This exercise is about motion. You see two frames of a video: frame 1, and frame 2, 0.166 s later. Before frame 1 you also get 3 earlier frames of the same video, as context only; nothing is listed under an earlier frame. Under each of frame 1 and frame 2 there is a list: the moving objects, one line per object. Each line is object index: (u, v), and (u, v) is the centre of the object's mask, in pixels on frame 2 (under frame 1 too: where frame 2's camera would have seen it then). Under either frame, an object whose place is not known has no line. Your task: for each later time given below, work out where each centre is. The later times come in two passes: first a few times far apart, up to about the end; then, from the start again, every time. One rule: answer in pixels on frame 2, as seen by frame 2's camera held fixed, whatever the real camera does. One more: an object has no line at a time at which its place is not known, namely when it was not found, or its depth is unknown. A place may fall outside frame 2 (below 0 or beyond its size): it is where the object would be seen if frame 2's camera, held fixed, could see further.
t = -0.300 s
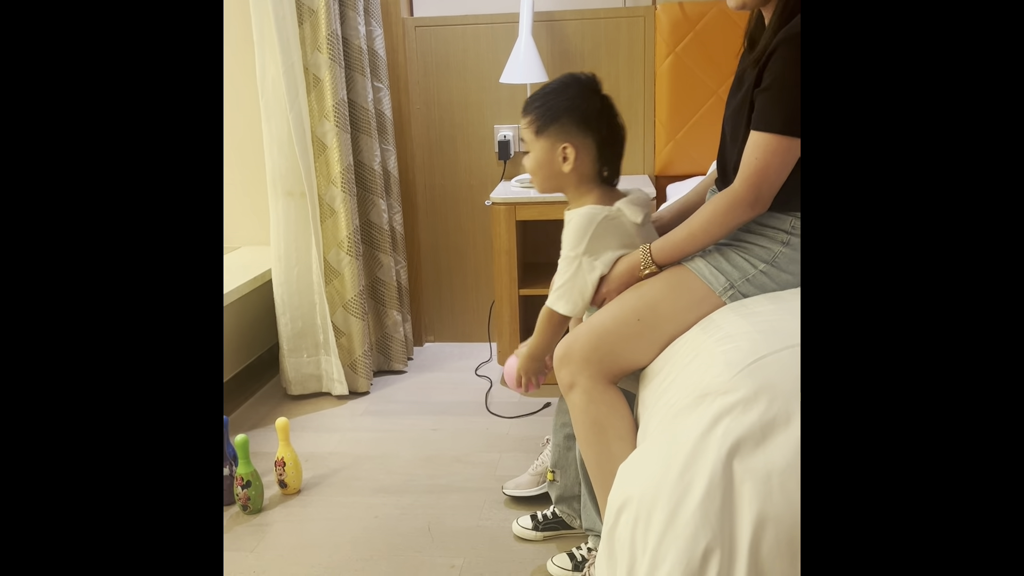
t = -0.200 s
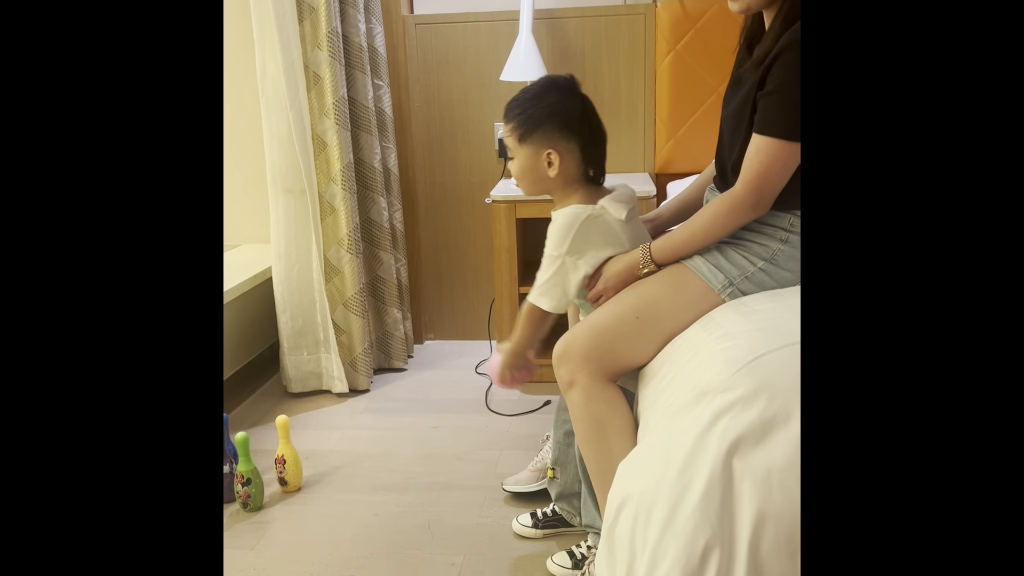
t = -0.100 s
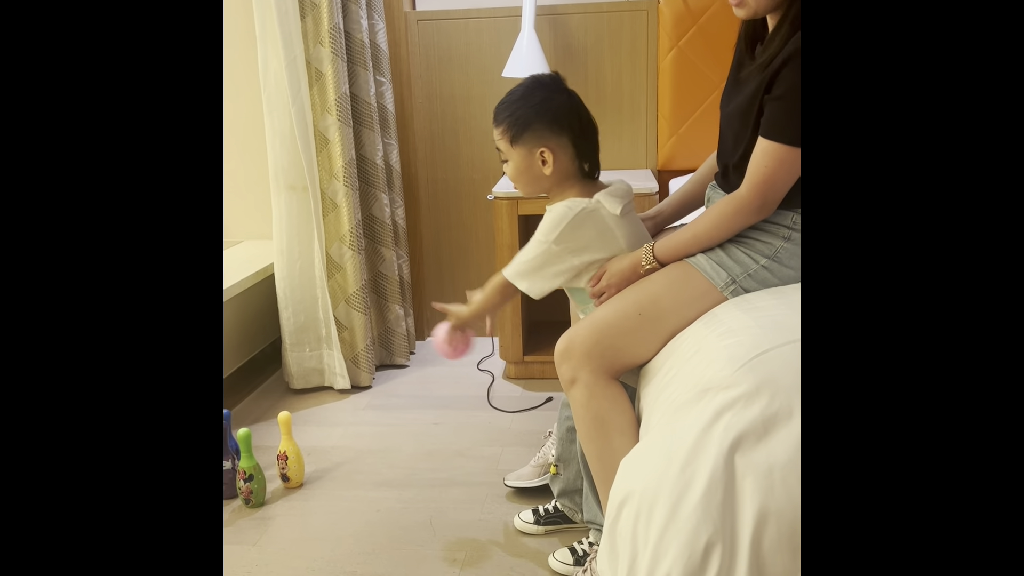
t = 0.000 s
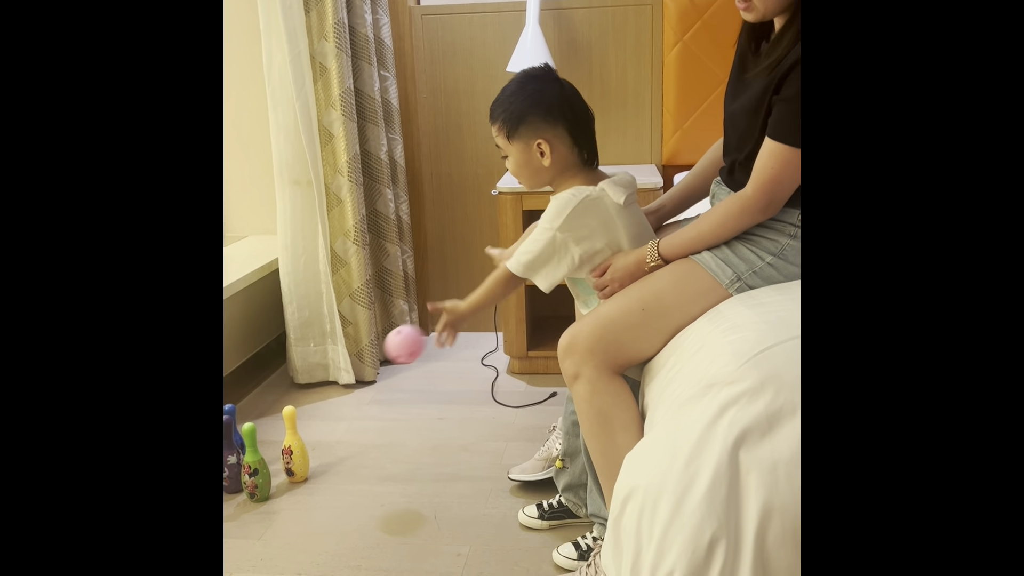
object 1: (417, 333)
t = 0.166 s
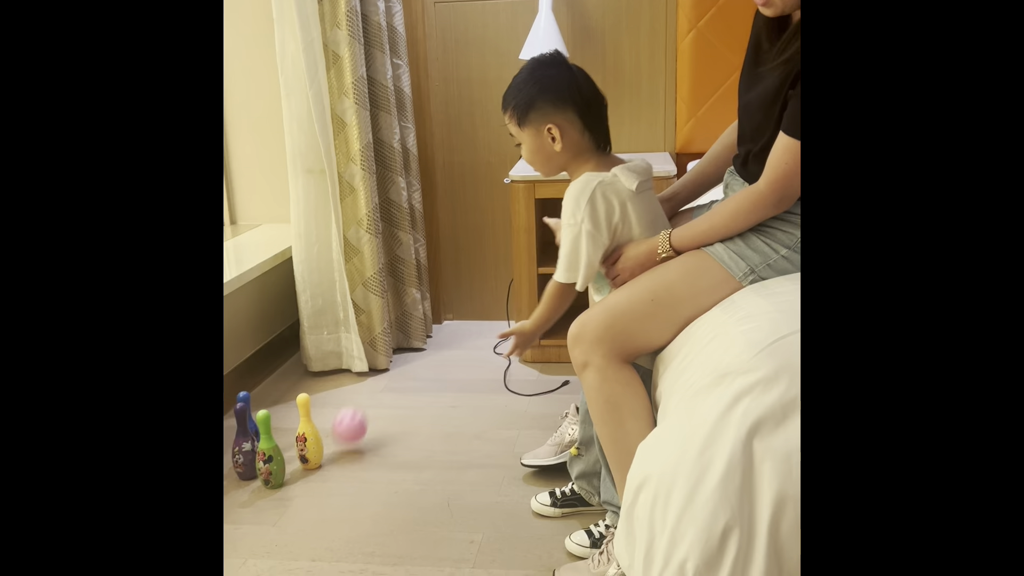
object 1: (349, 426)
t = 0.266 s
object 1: (318, 373)
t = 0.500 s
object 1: (266, 353)
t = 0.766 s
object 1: (257, 347)
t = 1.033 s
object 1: (319, 355)
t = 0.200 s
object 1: (338, 415)
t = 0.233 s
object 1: (328, 391)
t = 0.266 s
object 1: (318, 373)
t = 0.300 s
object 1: (309, 359)
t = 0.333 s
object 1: (300, 349)
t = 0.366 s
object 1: (292, 342)
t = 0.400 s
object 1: (285, 338)
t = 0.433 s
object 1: (278, 340)
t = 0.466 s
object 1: (271, 345)
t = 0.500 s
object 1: (266, 353)
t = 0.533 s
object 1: (261, 365)
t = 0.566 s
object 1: (257, 379)
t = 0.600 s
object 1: (256, 395)
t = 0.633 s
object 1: (245, 383)
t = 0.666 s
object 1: (238, 370)
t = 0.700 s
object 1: (240, 357)
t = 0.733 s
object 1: (249, 350)
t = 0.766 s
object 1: (257, 347)
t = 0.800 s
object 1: (266, 347)
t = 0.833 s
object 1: (275, 350)
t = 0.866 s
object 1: (285, 358)
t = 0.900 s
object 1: (294, 368)
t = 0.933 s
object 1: (304, 380)
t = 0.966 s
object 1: (311, 375)
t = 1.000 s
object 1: (315, 363)
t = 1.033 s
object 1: (319, 355)
